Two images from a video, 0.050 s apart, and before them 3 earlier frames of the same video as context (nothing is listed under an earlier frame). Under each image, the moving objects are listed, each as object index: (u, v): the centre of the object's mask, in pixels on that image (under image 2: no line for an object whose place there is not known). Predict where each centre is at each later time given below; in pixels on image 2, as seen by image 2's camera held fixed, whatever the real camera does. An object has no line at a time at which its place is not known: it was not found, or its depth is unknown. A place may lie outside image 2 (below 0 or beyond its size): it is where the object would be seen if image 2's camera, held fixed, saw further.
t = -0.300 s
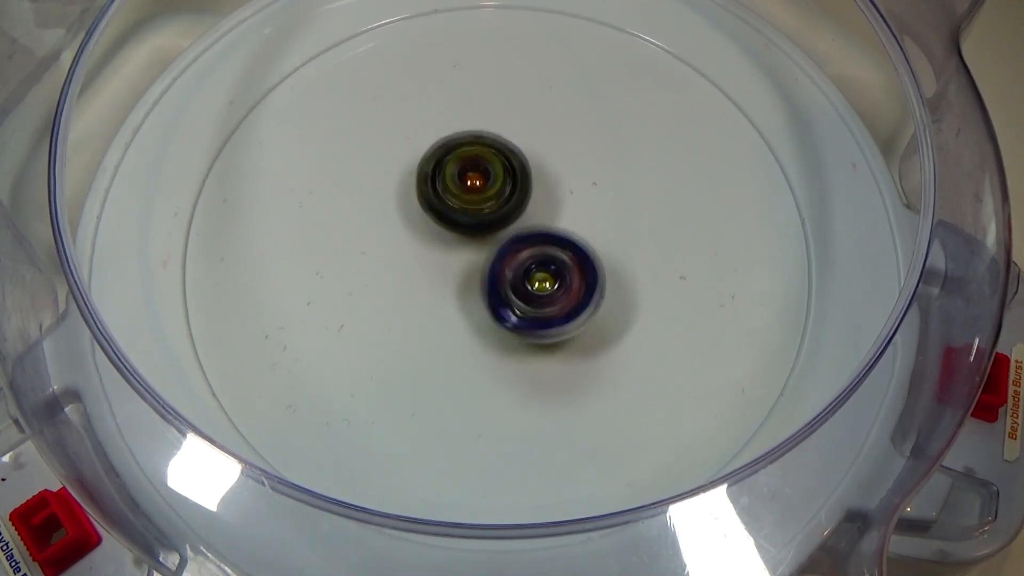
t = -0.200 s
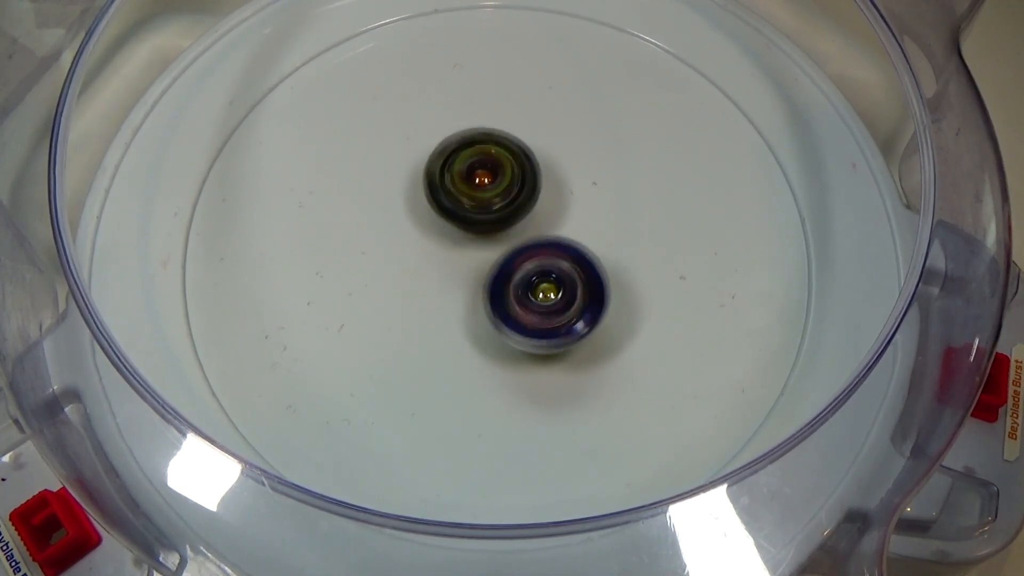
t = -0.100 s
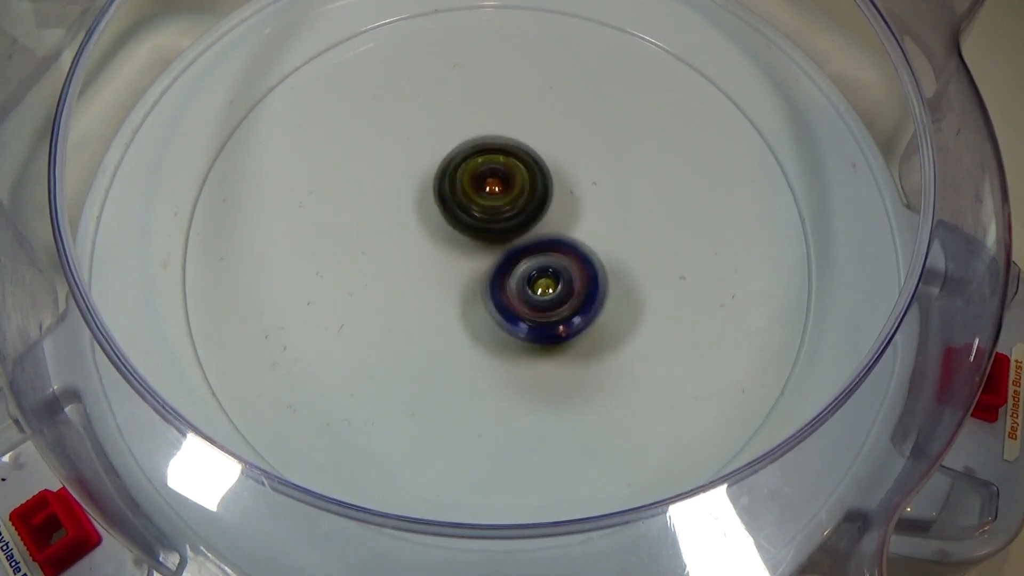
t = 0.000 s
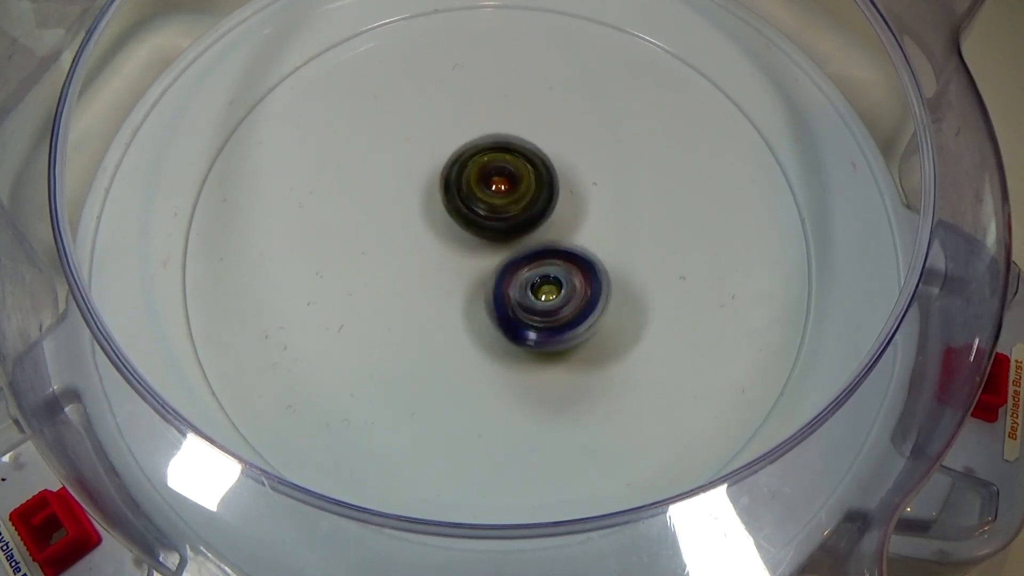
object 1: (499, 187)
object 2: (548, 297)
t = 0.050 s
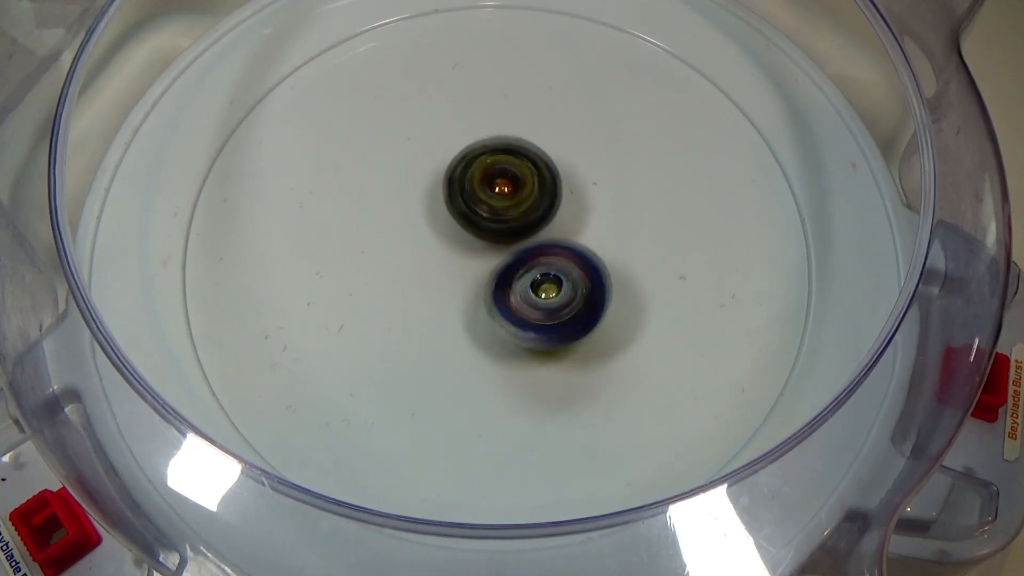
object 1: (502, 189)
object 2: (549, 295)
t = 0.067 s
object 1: (502, 191)
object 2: (548, 294)
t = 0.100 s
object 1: (504, 191)
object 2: (549, 297)
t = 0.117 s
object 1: (504, 189)
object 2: (549, 299)
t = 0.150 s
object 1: (505, 187)
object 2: (549, 302)
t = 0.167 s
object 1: (506, 187)
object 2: (547, 302)
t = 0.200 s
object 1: (507, 188)
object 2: (546, 300)
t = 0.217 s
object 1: (509, 189)
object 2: (544, 300)
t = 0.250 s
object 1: (510, 191)
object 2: (543, 299)
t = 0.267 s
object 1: (511, 192)
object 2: (541, 298)
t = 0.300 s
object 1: (512, 190)
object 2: (539, 299)
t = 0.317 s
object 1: (511, 191)
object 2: (539, 299)
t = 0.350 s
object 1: (513, 190)
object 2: (534, 299)
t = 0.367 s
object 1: (513, 191)
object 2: (533, 299)
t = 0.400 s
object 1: (513, 188)
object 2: (531, 299)
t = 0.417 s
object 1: (513, 188)
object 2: (533, 299)
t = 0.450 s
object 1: (514, 187)
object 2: (528, 299)
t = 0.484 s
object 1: (515, 188)
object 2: (527, 295)
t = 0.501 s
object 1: (515, 187)
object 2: (526, 297)
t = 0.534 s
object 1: (515, 177)
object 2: (523, 304)
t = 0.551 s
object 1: (515, 174)
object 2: (521, 305)
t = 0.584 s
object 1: (515, 169)
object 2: (518, 304)
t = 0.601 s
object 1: (515, 168)
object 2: (518, 303)
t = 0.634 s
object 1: (514, 167)
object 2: (518, 301)
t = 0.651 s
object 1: (514, 166)
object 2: (517, 301)
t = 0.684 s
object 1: (512, 168)
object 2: (516, 299)
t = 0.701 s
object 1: (511, 168)
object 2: (515, 296)
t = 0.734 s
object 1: (510, 170)
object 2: (516, 294)
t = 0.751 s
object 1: (509, 172)
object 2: (516, 293)
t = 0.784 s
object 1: (507, 175)
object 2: (515, 292)
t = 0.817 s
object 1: (505, 178)
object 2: (515, 289)
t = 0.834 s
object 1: (505, 179)
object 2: (515, 288)
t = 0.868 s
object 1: (503, 180)
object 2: (516, 289)
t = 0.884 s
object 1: (503, 181)
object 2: (516, 289)
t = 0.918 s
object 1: (502, 182)
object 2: (514, 291)
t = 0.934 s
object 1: (502, 182)
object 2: (514, 290)
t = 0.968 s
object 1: (501, 182)
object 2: (514, 292)
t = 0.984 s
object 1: (502, 182)
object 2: (514, 295)
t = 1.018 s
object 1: (503, 183)
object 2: (513, 298)
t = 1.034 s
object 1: (503, 183)
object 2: (513, 297)
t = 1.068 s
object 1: (504, 185)
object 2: (513, 295)
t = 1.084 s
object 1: (502, 186)
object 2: (513, 294)
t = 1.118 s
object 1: (503, 187)
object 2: (514, 296)
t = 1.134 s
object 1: (503, 186)
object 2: (514, 301)
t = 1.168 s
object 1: (504, 182)
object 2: (513, 307)
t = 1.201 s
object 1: (505, 181)
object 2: (514, 308)
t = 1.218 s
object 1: (504, 182)
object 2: (514, 309)
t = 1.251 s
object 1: (504, 182)
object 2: (515, 307)
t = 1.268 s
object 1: (505, 185)
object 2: (517, 307)
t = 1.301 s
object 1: (504, 187)
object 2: (520, 306)
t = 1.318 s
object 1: (505, 189)
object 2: (520, 305)
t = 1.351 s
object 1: (504, 193)
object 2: (522, 305)
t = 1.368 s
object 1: (505, 194)
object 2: (522, 305)
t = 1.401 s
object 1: (505, 196)
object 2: (522, 306)
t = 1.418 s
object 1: (505, 197)
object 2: (521, 308)
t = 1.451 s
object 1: (506, 199)
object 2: (520, 309)
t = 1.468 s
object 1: (506, 200)
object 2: (522, 308)
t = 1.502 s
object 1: (507, 197)
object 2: (520, 319)
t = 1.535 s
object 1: (509, 191)
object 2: (516, 328)
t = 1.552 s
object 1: (509, 190)
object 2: (515, 331)
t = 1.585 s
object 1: (510, 189)
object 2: (513, 332)
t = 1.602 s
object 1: (511, 190)
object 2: (513, 330)
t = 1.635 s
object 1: (511, 191)
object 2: (513, 328)
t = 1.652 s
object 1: (512, 191)
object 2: (512, 328)
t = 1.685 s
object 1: (512, 194)
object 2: (512, 325)
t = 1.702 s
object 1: (510, 195)
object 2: (513, 324)
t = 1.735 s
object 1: (511, 197)
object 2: (515, 322)
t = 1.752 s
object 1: (511, 200)
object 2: (514, 322)
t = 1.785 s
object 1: (510, 204)
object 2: (514, 320)
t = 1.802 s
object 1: (512, 206)
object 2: (514, 320)
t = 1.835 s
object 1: (513, 205)
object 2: (510, 323)
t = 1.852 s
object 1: (518, 193)
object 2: (504, 337)
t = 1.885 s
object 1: (526, 174)
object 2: (493, 359)
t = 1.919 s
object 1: (531, 161)
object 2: (484, 371)
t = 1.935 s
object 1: (533, 157)
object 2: (481, 375)
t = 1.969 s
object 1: (535, 151)
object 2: (477, 375)
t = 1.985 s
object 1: (535, 148)
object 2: (477, 372)
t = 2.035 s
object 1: (534, 147)
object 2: (479, 368)
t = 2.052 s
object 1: (534, 146)
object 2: (479, 365)
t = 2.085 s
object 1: (533, 147)
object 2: (481, 358)
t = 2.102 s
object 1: (532, 147)
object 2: (483, 356)
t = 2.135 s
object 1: (531, 148)
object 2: (486, 349)
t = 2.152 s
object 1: (532, 149)
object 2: (486, 345)
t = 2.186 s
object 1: (532, 151)
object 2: (488, 337)
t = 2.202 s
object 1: (531, 151)
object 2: (490, 335)
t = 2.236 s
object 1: (531, 155)
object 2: (492, 326)
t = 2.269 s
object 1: (531, 160)
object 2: (494, 315)
